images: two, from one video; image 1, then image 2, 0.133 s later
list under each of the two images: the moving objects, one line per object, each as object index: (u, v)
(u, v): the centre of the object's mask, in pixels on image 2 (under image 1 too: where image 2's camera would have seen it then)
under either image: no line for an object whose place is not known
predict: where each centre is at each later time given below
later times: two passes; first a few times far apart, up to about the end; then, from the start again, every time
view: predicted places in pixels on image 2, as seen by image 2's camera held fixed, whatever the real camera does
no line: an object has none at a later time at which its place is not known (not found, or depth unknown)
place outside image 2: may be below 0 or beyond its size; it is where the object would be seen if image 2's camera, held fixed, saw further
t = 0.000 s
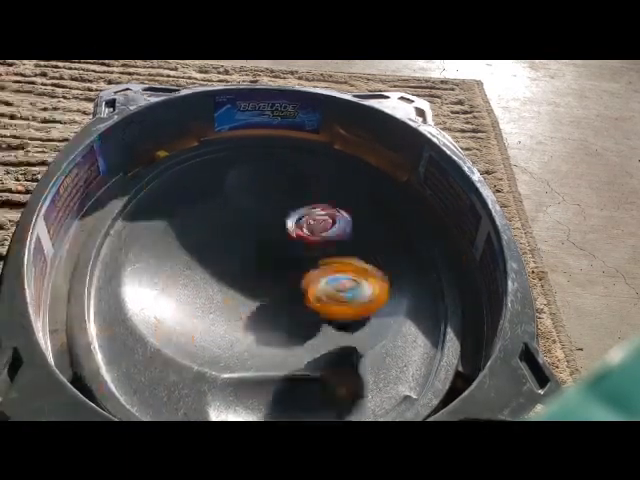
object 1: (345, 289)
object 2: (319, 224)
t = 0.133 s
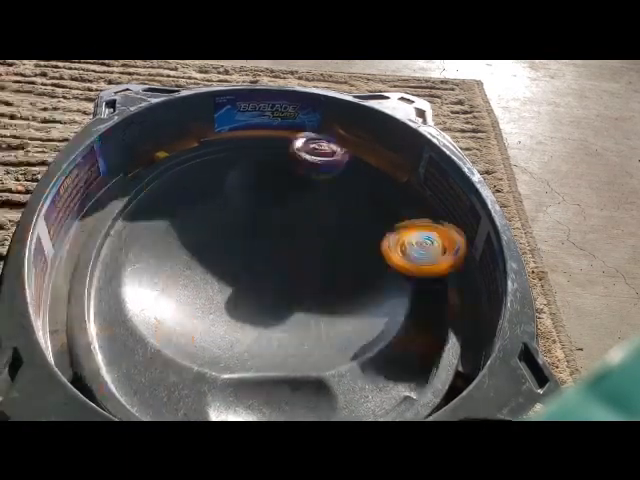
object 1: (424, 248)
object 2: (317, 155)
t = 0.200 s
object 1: (414, 232)
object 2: (315, 144)
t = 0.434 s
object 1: (239, 206)
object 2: (273, 152)
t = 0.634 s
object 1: (124, 310)
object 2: (270, 176)
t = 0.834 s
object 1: (326, 391)
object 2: (283, 163)
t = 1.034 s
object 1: (422, 287)
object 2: (262, 170)
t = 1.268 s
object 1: (318, 189)
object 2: (266, 166)
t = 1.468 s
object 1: (209, 286)
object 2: (203, 149)
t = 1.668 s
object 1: (315, 389)
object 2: (179, 198)
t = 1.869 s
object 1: (393, 353)
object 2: (207, 271)
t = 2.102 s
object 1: (415, 331)
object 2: (265, 294)
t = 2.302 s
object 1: (381, 326)
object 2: (295, 295)
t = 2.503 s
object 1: (337, 305)
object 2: (301, 275)
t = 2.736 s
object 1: (328, 288)
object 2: (287, 250)
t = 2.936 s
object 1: (326, 318)
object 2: (255, 206)
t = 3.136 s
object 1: (305, 309)
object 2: (254, 239)
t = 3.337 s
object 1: (211, 297)
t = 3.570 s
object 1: (198, 306)
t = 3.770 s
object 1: (110, 279)
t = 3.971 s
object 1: (142, 250)
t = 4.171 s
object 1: (187, 232)
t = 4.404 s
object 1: (265, 206)
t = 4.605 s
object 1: (313, 198)
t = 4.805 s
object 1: (340, 234)
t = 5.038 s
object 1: (354, 289)
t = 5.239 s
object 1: (319, 311)
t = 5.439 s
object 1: (238, 304)
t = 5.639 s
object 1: (180, 272)
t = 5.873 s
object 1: (192, 240)
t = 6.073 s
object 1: (236, 221)
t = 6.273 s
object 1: (296, 220)
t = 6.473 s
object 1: (339, 235)
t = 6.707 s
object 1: (333, 278)
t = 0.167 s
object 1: (419, 237)
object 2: (318, 147)
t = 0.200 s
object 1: (414, 232)
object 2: (315, 144)
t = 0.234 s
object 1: (405, 226)
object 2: (312, 143)
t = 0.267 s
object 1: (393, 219)
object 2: (305, 145)
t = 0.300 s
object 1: (374, 214)
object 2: (304, 143)
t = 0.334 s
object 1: (347, 209)
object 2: (299, 142)
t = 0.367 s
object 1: (315, 204)
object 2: (294, 144)
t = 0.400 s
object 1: (279, 203)
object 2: (284, 143)
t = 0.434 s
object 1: (239, 206)
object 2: (273, 152)
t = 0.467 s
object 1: (199, 212)
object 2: (262, 160)
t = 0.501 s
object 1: (163, 221)
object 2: (257, 164)
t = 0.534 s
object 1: (132, 234)
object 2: (253, 170)
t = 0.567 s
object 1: (105, 256)
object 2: (255, 174)
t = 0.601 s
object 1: (102, 281)
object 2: (260, 176)
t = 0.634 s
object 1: (124, 310)
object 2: (270, 176)
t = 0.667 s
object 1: (143, 334)
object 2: (278, 176)
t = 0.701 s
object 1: (169, 357)
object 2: (285, 173)
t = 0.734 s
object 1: (195, 377)
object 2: (287, 169)
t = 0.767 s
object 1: (229, 389)
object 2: (290, 165)
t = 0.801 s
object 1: (279, 396)
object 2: (287, 163)
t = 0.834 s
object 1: (326, 391)
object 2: (283, 163)
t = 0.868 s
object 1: (366, 386)
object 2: (278, 162)
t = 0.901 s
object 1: (395, 368)
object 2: (272, 165)
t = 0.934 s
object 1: (413, 345)
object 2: (268, 166)
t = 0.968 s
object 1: (418, 322)
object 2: (264, 169)
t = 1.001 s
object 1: (421, 303)
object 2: (262, 169)
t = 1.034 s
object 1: (422, 287)
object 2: (262, 170)
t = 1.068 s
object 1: (419, 274)
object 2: (262, 173)
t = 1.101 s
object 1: (414, 260)
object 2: (265, 174)
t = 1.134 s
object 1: (405, 245)
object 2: (267, 174)
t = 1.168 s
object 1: (392, 228)
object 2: (269, 174)
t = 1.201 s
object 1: (371, 211)
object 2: (273, 173)
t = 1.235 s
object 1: (341, 193)
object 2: (274, 173)
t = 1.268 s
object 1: (318, 189)
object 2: (266, 166)
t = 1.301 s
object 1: (303, 196)
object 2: (249, 150)
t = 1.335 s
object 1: (281, 208)
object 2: (237, 137)
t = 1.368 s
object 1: (257, 225)
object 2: (227, 124)
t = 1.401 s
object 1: (234, 245)
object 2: (217, 121)
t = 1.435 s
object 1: (217, 264)
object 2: (211, 133)
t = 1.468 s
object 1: (209, 286)
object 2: (203, 149)
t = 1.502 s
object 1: (212, 306)
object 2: (197, 157)
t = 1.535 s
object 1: (220, 322)
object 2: (193, 167)
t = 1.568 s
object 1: (239, 336)
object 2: (189, 175)
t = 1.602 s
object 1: (260, 365)
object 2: (185, 181)
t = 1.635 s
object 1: (284, 387)
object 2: (181, 189)
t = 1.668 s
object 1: (315, 389)
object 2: (179, 198)
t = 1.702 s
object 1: (338, 390)
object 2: (179, 210)
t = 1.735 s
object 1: (356, 385)
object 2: (180, 223)
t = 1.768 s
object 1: (367, 381)
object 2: (184, 237)
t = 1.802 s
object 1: (378, 370)
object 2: (190, 249)
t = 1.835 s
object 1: (387, 359)
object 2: (199, 262)
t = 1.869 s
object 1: (393, 353)
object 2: (207, 271)
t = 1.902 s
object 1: (402, 347)
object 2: (216, 278)
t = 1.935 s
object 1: (408, 342)
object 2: (226, 284)
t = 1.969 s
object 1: (409, 341)
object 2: (236, 288)
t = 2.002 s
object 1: (413, 338)
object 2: (244, 290)
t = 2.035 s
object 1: (416, 336)
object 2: (252, 292)
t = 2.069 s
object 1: (414, 335)
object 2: (258, 294)
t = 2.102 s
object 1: (415, 331)
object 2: (265, 294)
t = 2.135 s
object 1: (412, 329)
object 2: (270, 295)
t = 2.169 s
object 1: (409, 330)
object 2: (275, 296)
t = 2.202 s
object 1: (404, 328)
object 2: (281, 296)
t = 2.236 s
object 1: (396, 326)
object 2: (286, 296)
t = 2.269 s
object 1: (391, 327)
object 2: (291, 295)
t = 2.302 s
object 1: (381, 326)
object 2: (295, 295)
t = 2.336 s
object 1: (370, 326)
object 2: (297, 293)
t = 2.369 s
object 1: (362, 324)
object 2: (299, 291)
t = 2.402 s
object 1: (354, 321)
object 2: (300, 288)
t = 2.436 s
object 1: (348, 318)
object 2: (301, 284)
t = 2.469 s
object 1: (343, 310)
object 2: (302, 280)
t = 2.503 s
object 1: (337, 305)
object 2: (301, 275)
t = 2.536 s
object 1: (332, 304)
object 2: (300, 269)
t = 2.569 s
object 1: (329, 307)
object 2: (299, 263)
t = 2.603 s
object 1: (329, 304)
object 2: (300, 259)
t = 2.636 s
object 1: (329, 301)
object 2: (299, 251)
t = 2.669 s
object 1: (332, 296)
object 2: (294, 253)
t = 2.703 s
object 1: (332, 292)
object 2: (291, 252)
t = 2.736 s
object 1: (328, 288)
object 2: (287, 250)
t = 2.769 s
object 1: (324, 291)
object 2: (283, 245)
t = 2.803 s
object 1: (322, 302)
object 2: (275, 228)
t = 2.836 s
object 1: (321, 308)
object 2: (269, 218)
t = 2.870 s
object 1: (322, 313)
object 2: (264, 211)
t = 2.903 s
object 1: (322, 317)
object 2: (259, 207)
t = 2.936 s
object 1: (326, 318)
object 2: (255, 206)
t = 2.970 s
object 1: (328, 318)
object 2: (253, 208)
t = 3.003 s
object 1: (327, 319)
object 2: (252, 212)
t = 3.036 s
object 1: (327, 318)
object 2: (254, 216)
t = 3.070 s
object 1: (323, 316)
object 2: (253, 222)
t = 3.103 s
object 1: (315, 313)
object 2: (254, 229)
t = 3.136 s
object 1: (305, 309)
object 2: (254, 239)
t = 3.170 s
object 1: (293, 306)
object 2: (258, 243)
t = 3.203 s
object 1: (280, 302)
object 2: (260, 250)
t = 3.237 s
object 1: (262, 297)
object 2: (262, 251)
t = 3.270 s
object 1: (243, 297)
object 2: (268, 253)
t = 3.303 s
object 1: (226, 297)
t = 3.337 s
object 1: (211, 297)
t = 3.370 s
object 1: (198, 298)
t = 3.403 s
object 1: (194, 300)
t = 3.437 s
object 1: (190, 302)
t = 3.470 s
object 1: (189, 304)
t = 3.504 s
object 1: (187, 305)
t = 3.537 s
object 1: (190, 305)
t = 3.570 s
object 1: (198, 306)
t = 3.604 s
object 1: (206, 305)
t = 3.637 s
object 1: (215, 301)
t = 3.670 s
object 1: (193, 297)
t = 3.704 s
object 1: (159, 289)
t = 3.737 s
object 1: (131, 285)
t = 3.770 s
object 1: (110, 279)
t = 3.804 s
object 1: (108, 271)
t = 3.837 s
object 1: (112, 270)
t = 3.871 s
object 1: (122, 270)
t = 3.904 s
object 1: (133, 263)
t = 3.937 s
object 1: (138, 257)
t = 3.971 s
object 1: (142, 250)
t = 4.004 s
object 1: (148, 247)
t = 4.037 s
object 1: (156, 244)
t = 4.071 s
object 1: (164, 241)
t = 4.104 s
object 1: (170, 237)
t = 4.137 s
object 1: (178, 234)
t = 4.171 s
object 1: (187, 232)
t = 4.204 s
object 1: (198, 229)
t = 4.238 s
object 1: (207, 226)
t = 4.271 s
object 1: (220, 224)
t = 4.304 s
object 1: (232, 219)
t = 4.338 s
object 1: (243, 213)
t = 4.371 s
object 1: (253, 209)
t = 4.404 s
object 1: (265, 206)
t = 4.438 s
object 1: (276, 203)
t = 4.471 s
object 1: (285, 200)
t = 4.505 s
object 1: (295, 197)
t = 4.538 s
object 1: (301, 195)
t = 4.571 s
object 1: (307, 196)
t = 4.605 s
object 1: (313, 198)
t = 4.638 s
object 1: (318, 202)
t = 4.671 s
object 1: (323, 207)
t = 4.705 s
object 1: (329, 211)
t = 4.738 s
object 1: (331, 218)
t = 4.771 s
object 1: (336, 227)
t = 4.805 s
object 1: (340, 234)
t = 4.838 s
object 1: (345, 243)
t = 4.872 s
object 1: (349, 251)
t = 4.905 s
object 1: (349, 261)
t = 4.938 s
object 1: (352, 270)
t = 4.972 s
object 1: (353, 277)
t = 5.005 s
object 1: (354, 284)
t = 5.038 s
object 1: (354, 289)
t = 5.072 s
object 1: (351, 296)
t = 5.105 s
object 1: (349, 299)
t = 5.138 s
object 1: (344, 303)
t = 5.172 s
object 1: (340, 306)
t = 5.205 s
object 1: (329, 309)
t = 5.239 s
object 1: (319, 311)
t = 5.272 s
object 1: (307, 313)
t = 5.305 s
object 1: (296, 313)
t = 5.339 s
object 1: (281, 312)
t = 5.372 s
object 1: (267, 310)
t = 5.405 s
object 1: (253, 308)
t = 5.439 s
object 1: (238, 304)
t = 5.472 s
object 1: (225, 299)
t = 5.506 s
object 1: (211, 295)
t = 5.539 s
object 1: (202, 290)
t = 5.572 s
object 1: (192, 284)
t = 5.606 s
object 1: (185, 278)
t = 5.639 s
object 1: (180, 272)
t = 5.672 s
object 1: (177, 266)
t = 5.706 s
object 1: (179, 263)
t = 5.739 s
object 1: (179, 257)
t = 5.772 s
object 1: (183, 254)
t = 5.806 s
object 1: (187, 250)
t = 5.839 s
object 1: (190, 244)
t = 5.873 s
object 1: (192, 240)
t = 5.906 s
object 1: (198, 236)
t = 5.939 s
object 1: (205, 232)
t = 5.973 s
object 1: (209, 228)
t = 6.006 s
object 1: (218, 226)
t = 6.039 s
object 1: (227, 224)
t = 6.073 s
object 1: (236, 221)
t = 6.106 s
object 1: (245, 222)
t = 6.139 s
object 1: (256, 220)
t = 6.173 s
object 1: (268, 219)
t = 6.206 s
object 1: (276, 220)
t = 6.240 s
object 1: (286, 220)
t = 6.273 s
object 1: (296, 220)
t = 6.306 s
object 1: (304, 222)
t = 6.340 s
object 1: (313, 224)
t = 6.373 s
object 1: (322, 226)
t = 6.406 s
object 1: (326, 228)
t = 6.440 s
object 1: (333, 232)
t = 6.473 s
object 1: (339, 235)
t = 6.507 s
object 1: (340, 241)
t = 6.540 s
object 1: (343, 246)
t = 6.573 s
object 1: (344, 252)
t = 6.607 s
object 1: (342, 259)
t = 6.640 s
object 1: (341, 264)
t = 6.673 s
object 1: (339, 271)
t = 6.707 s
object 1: (333, 278)
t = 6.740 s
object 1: (329, 284)
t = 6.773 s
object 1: (325, 290)
